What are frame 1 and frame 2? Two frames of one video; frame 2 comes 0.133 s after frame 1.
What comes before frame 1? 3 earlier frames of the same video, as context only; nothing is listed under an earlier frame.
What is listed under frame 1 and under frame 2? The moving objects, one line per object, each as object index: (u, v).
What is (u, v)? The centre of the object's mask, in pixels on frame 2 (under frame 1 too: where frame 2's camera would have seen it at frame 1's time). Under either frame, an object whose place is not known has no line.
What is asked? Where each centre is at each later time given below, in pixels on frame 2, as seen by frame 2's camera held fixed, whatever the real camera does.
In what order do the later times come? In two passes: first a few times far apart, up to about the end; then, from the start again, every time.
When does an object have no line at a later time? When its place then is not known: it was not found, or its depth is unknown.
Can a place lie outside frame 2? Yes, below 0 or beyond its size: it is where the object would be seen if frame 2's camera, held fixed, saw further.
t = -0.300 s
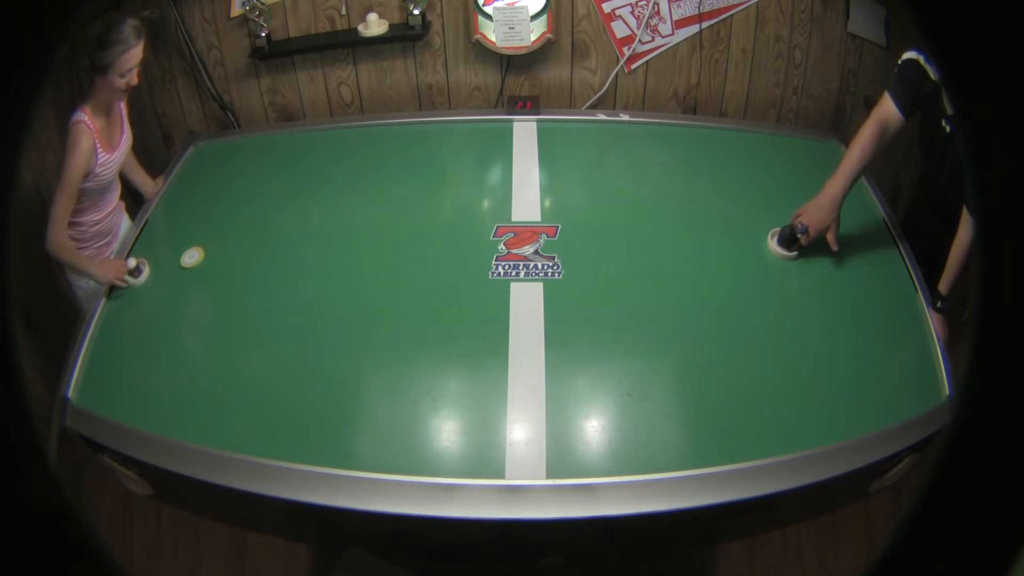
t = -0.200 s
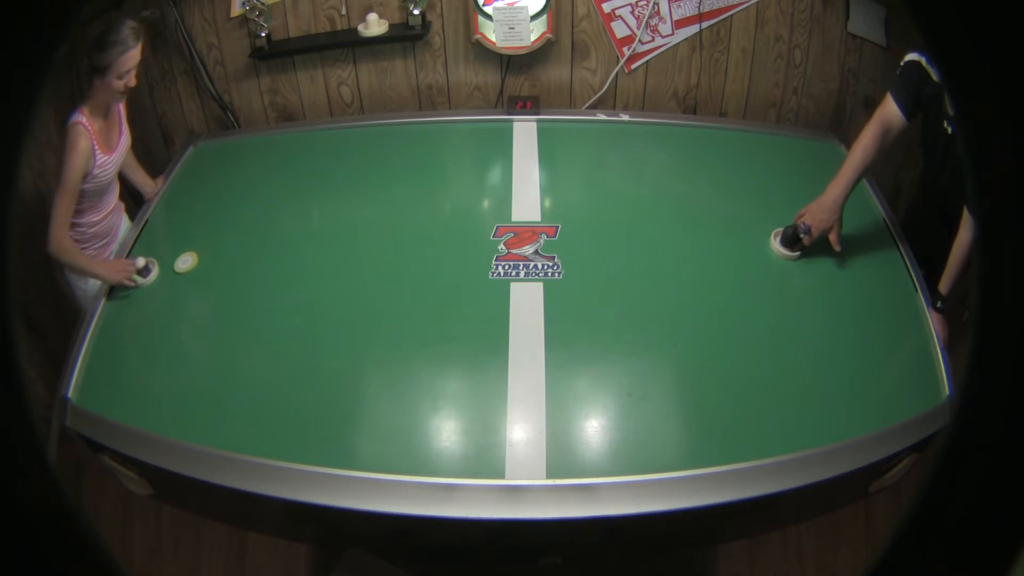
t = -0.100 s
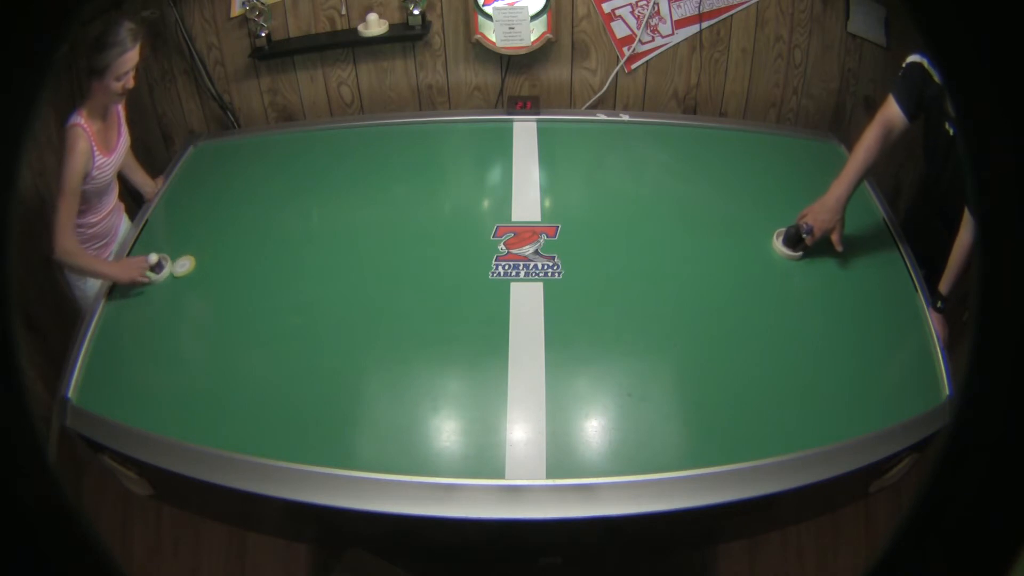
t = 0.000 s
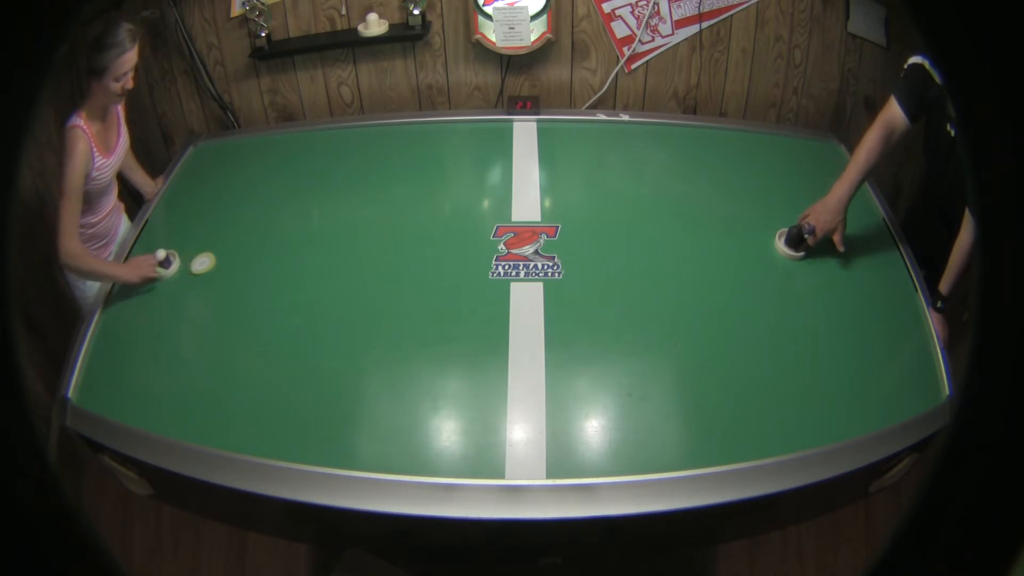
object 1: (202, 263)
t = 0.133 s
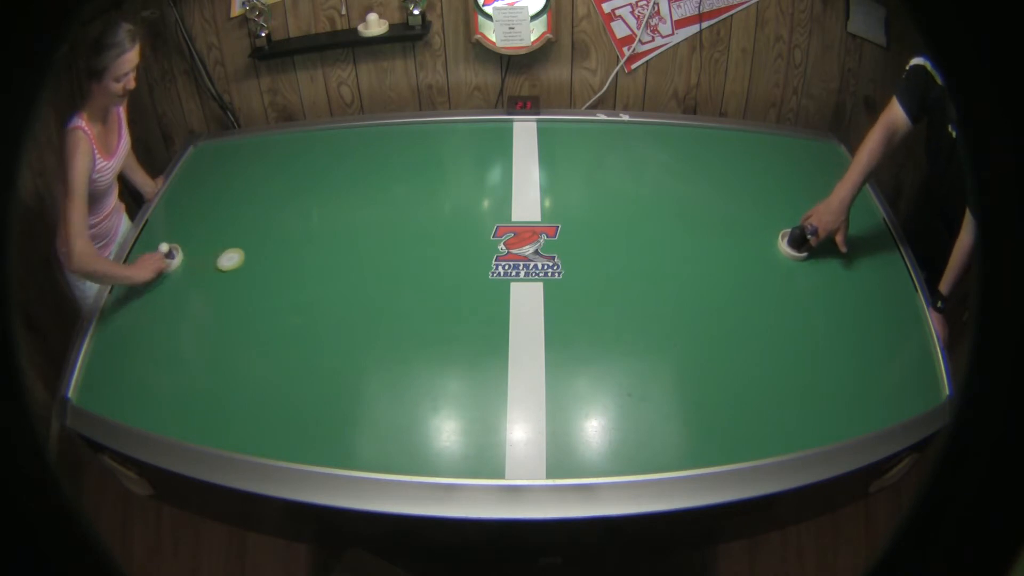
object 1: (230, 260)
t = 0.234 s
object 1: (252, 256)
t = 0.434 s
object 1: (301, 249)
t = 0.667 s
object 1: (362, 241)
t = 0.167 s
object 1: (237, 259)
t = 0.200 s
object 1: (245, 258)
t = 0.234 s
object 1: (252, 256)
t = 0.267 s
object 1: (260, 255)
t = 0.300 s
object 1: (268, 254)
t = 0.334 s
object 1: (276, 253)
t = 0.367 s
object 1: (284, 252)
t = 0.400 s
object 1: (292, 251)
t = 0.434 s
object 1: (301, 249)
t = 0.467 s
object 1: (309, 248)
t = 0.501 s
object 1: (317, 247)
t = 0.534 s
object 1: (326, 246)
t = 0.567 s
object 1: (335, 245)
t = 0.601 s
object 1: (343, 243)
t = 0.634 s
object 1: (353, 242)
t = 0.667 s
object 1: (362, 241)
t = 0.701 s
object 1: (370, 239)
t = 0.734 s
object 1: (380, 238)
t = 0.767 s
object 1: (389, 237)
